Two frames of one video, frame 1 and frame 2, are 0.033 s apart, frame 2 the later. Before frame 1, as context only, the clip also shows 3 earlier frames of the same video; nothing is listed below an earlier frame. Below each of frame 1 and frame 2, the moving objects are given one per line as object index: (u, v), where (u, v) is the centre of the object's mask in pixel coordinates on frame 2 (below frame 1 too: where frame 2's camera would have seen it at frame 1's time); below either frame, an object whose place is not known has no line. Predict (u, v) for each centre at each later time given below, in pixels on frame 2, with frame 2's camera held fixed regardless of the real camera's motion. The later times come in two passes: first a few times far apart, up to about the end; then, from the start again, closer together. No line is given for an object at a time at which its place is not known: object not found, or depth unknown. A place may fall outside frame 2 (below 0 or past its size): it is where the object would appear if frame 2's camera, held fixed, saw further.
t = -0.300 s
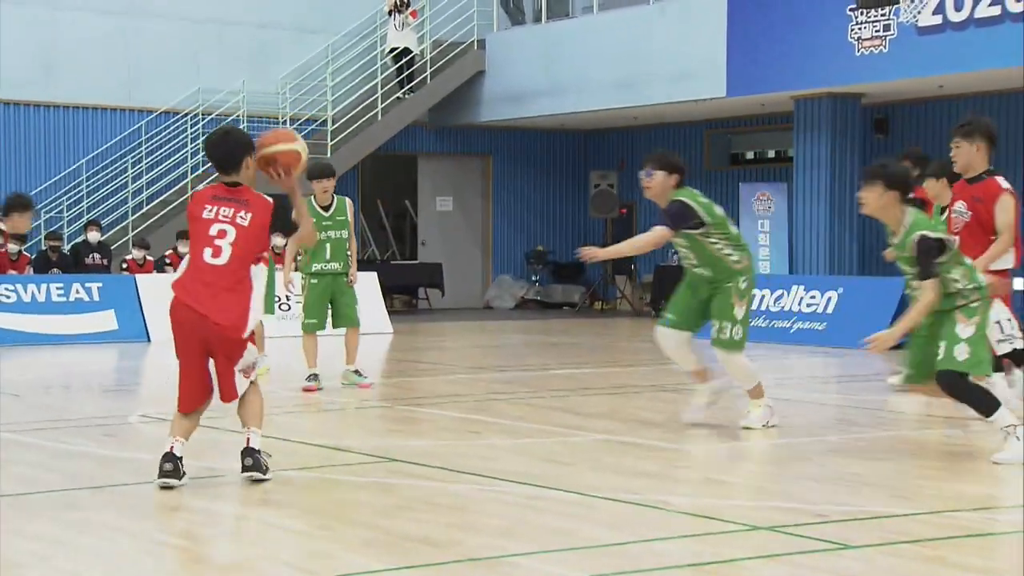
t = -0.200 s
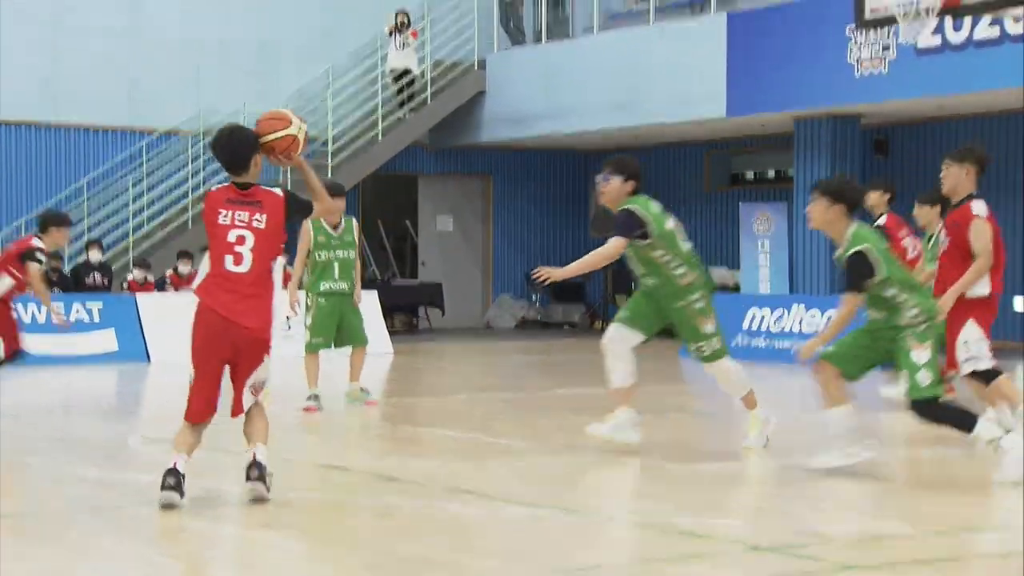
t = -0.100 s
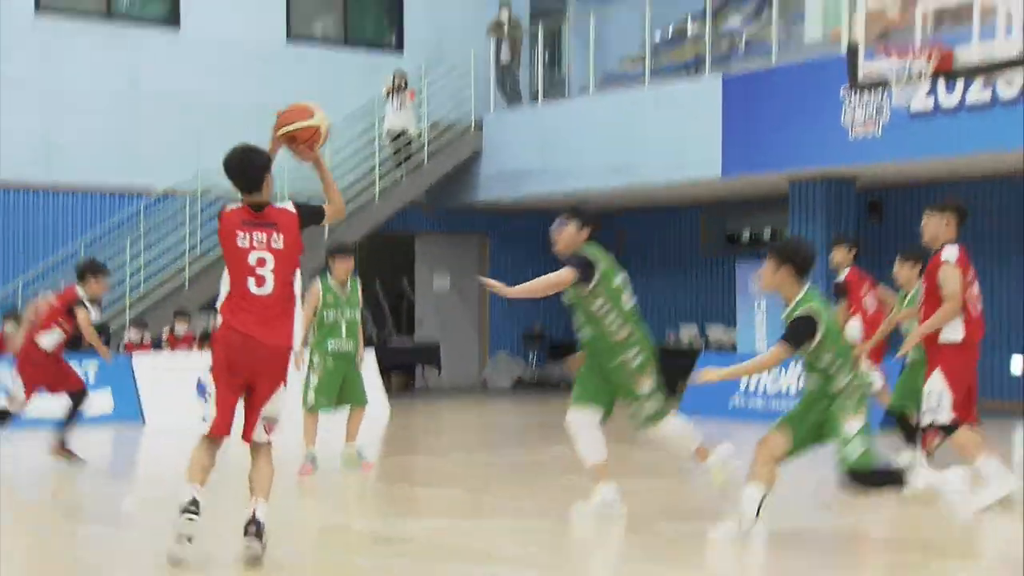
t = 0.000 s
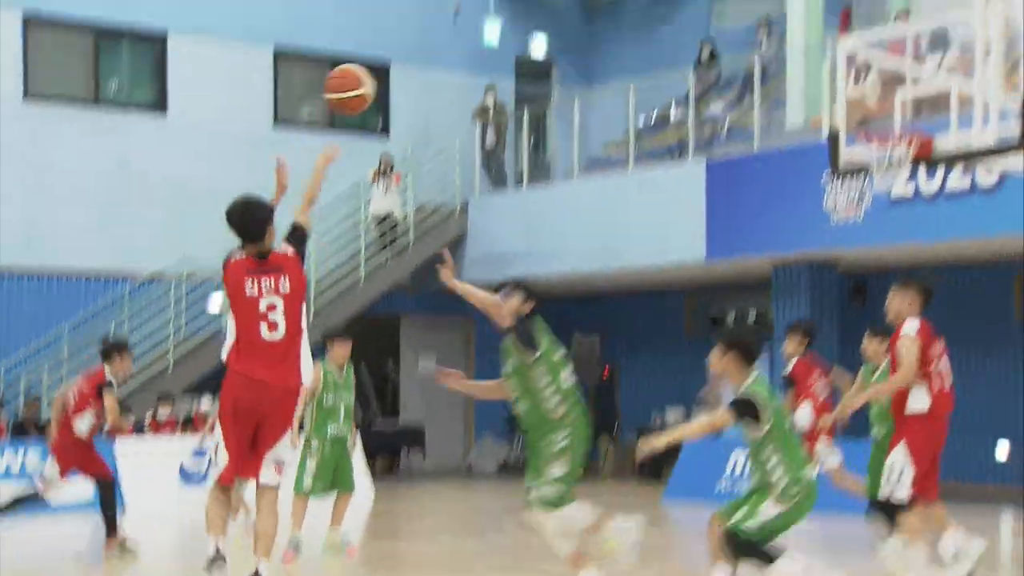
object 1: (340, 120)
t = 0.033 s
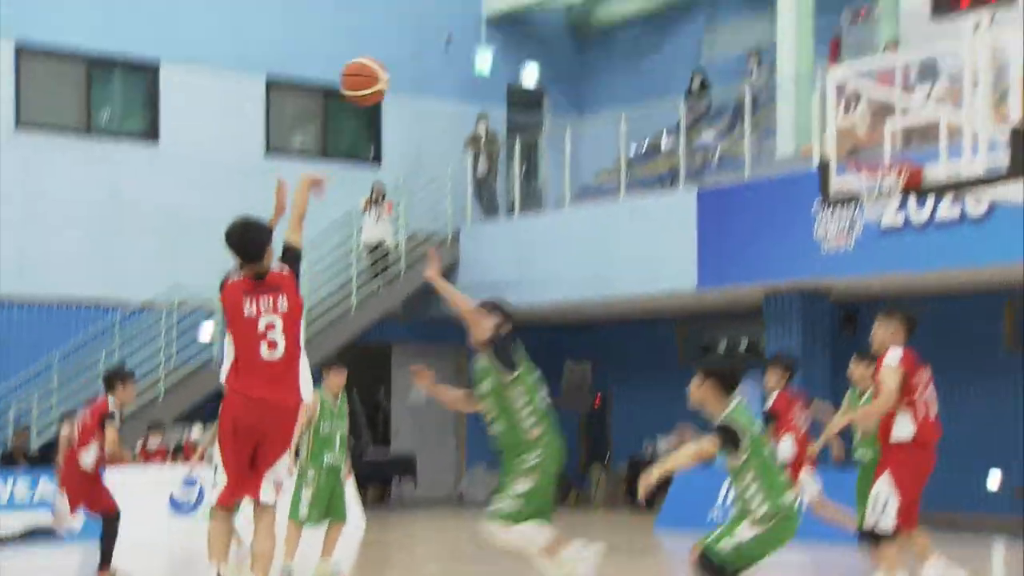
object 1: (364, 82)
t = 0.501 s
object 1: (626, -149)
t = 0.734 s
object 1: (721, -115)
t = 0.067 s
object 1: (387, 46)
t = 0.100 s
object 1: (410, 15)
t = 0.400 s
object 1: (578, -137)
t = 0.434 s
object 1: (594, -143)
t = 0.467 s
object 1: (610, -147)
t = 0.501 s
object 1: (626, -149)
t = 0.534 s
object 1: (640, -149)
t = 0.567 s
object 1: (655, -147)
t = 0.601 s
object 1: (669, -144)
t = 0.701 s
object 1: (708, -125)
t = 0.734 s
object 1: (721, -115)
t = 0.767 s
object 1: (734, -105)
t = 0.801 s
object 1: (747, -94)
